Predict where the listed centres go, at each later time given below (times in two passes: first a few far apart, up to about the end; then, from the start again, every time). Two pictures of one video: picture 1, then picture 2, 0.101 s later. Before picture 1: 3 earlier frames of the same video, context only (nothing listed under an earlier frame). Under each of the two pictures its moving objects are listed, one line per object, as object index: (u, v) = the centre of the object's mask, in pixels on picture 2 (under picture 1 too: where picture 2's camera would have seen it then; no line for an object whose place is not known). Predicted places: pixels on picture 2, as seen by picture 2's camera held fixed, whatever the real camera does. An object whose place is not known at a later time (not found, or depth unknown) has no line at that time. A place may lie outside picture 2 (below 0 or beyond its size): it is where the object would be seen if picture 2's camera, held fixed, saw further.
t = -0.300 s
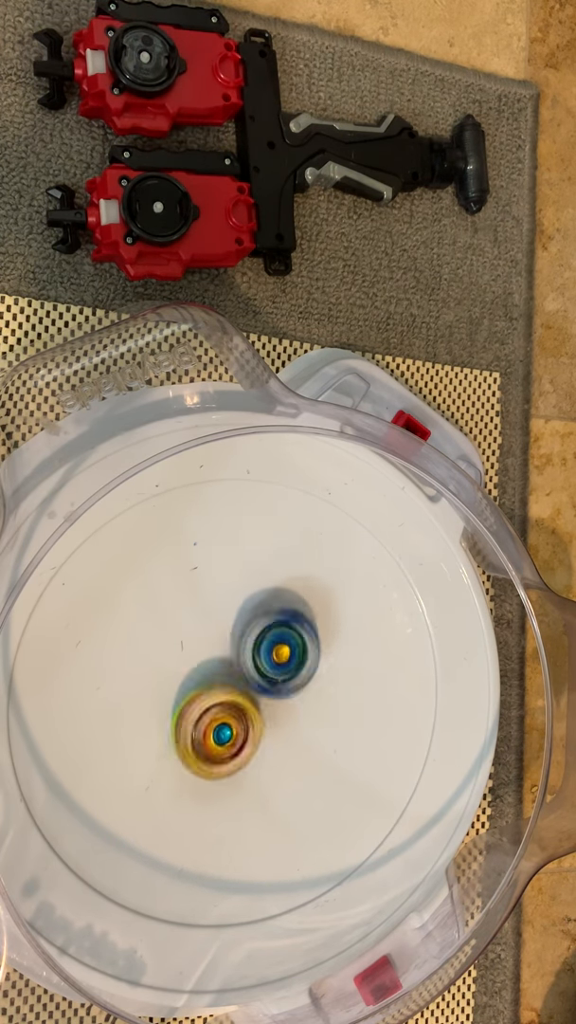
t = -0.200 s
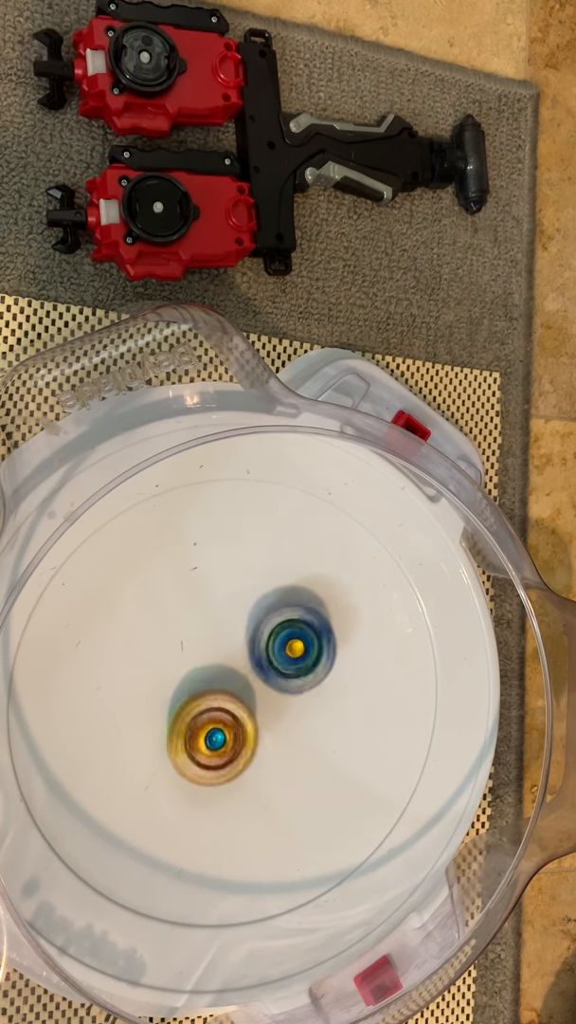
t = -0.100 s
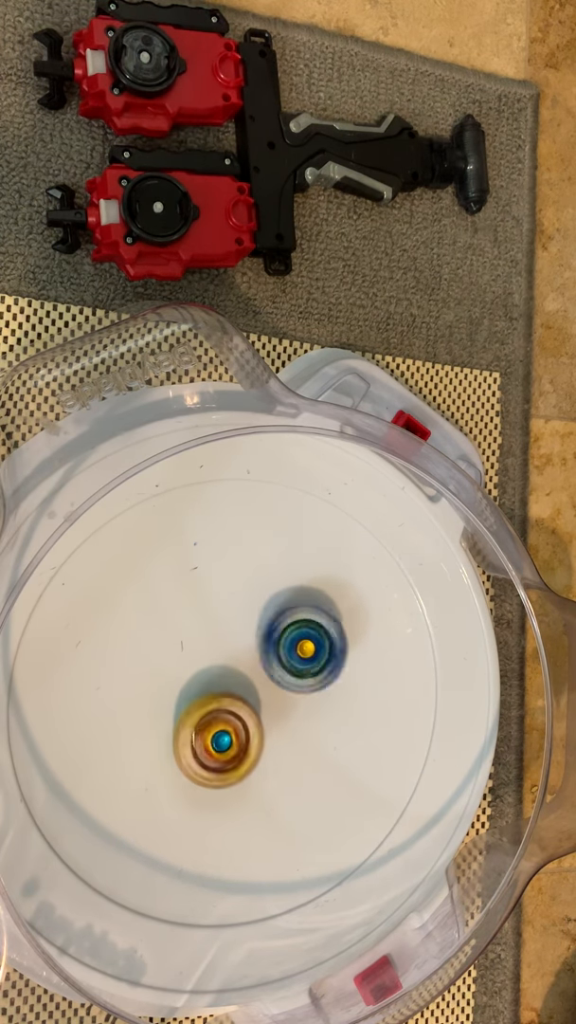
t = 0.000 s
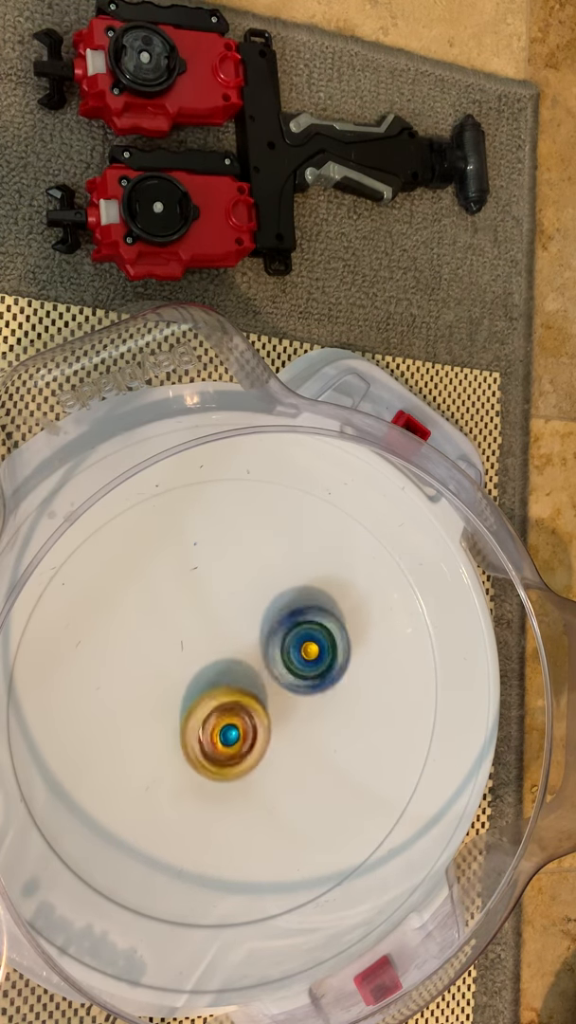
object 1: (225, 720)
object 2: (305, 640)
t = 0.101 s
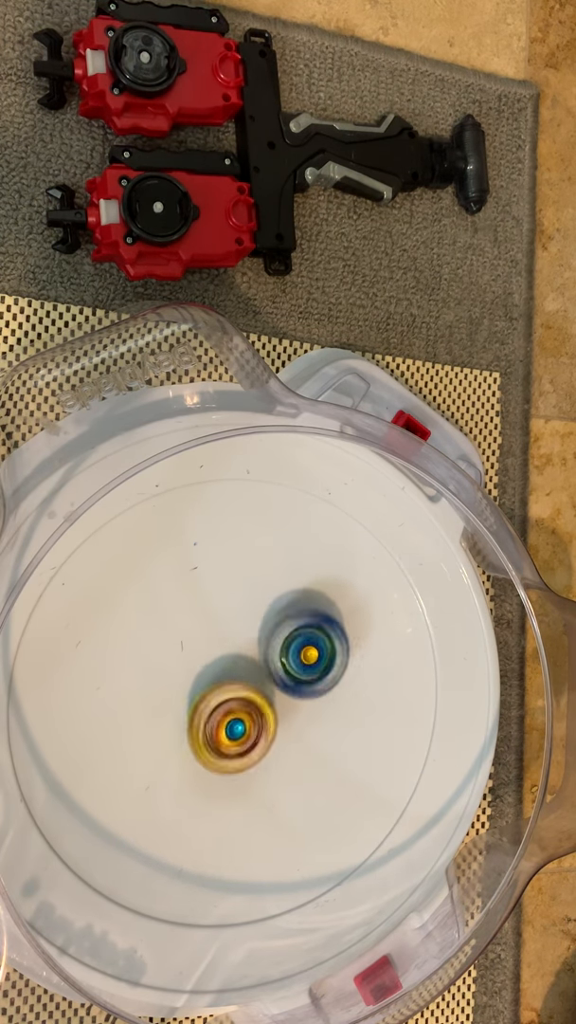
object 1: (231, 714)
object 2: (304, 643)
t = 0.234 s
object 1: (234, 714)
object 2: (301, 647)
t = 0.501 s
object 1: (225, 732)
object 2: (288, 656)
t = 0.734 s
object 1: (206, 741)
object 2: (284, 654)
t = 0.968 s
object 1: (197, 720)
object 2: (277, 657)
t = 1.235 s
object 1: (190, 706)
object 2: (289, 655)
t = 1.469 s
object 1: (199, 695)
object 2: (290, 650)
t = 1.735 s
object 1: (208, 702)
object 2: (291, 647)
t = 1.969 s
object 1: (205, 710)
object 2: (285, 654)
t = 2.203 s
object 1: (193, 711)
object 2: (287, 664)
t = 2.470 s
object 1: (197, 697)
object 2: (287, 671)
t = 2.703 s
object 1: (199, 689)
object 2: (299, 673)
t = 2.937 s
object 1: (206, 685)
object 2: (296, 674)
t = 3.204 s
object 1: (201, 684)
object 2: (291, 676)
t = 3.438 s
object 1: (190, 682)
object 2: (300, 683)
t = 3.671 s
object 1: (204, 679)
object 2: (299, 685)
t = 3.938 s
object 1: (195, 678)
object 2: (299, 693)
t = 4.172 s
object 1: (200, 673)
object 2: (291, 696)
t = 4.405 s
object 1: (205, 673)
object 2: (292, 703)
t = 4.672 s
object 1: (196, 674)
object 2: (302, 700)
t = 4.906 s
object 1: (201, 672)
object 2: (292, 691)
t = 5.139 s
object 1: (199, 674)
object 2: (288, 699)
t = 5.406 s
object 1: (196, 671)
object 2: (294, 702)
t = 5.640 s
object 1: (204, 670)
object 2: (290, 696)
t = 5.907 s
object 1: (202, 670)
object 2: (289, 699)
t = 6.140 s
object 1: (202, 667)
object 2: (288, 700)
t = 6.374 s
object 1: (202, 666)
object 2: (290, 703)
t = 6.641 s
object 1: (202, 668)
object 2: (289, 701)
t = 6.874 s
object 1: (199, 667)
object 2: (289, 703)
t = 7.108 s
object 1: (204, 668)
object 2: (291, 702)
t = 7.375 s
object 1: (175, 660)
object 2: (309, 701)
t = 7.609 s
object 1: (203, 670)
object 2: (283, 702)
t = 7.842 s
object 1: (206, 678)
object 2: (286, 722)
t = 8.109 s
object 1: (196, 667)
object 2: (291, 708)
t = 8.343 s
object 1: (193, 659)
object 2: (288, 697)
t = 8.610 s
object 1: (187, 671)
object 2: (282, 691)
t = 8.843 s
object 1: (198, 667)
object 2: (285, 693)
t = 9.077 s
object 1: (209, 672)
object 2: (295, 691)
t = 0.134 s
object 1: (233, 714)
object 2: (302, 646)
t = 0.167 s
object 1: (234, 713)
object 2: (301, 646)
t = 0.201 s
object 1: (234, 714)
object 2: (302, 647)
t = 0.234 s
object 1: (234, 714)
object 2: (301, 647)
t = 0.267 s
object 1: (232, 719)
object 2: (304, 645)
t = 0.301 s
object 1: (230, 723)
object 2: (304, 647)
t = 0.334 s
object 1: (230, 726)
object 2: (304, 647)
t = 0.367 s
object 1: (230, 729)
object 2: (301, 649)
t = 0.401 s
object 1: (229, 730)
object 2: (298, 650)
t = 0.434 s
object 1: (228, 730)
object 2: (295, 653)
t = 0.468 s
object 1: (227, 731)
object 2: (290, 655)
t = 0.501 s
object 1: (225, 732)
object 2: (288, 656)
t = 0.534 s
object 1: (222, 735)
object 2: (287, 655)
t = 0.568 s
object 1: (220, 736)
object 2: (285, 655)
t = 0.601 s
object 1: (219, 737)
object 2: (283, 657)
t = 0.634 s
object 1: (217, 737)
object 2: (281, 661)
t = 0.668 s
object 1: (213, 738)
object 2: (281, 658)
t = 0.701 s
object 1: (209, 741)
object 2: (284, 656)
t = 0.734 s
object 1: (206, 741)
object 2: (284, 654)
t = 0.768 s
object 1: (204, 740)
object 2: (284, 654)
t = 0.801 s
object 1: (204, 737)
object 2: (283, 655)
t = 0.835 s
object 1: (202, 734)
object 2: (281, 656)
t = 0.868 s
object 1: (202, 730)
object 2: (279, 658)
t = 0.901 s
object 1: (201, 725)
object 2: (277, 658)
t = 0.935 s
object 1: (201, 722)
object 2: (275, 659)
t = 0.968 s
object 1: (197, 720)
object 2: (277, 657)
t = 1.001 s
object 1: (195, 719)
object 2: (278, 657)
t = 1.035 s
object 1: (195, 716)
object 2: (278, 657)
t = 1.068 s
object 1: (195, 714)
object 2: (278, 658)
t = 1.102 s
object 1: (196, 710)
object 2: (277, 660)
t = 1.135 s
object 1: (193, 708)
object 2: (281, 658)
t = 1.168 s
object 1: (190, 708)
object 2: (285, 656)
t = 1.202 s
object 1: (189, 707)
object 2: (288, 655)
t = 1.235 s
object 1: (190, 706)
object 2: (289, 655)
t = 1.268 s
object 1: (191, 703)
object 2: (289, 654)
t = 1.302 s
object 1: (194, 701)
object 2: (288, 655)
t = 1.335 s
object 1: (197, 697)
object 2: (286, 654)
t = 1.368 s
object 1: (200, 695)
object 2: (285, 654)
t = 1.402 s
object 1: (201, 693)
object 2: (285, 653)
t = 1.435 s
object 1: (200, 694)
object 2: (287, 651)
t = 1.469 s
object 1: (199, 695)
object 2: (290, 650)
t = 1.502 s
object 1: (199, 697)
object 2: (291, 650)
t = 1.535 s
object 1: (200, 698)
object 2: (292, 650)
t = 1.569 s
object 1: (203, 699)
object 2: (291, 649)
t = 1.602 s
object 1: (206, 699)
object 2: (290, 650)
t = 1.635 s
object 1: (208, 699)
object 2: (289, 649)
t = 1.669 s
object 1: (207, 700)
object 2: (290, 647)
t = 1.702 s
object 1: (207, 701)
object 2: (291, 647)
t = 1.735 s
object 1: (208, 702)
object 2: (291, 647)
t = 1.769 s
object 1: (208, 704)
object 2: (290, 648)
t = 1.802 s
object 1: (209, 704)
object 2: (288, 649)
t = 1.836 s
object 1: (209, 704)
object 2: (286, 650)
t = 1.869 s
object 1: (208, 705)
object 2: (286, 650)
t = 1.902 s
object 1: (206, 707)
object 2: (287, 650)
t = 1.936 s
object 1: (205, 708)
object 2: (287, 652)
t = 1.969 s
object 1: (205, 710)
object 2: (285, 654)
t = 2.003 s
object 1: (204, 710)
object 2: (284, 655)
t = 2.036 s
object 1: (204, 710)
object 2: (282, 658)
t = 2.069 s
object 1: (202, 710)
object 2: (284, 658)
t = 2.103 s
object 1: (198, 711)
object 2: (287, 659)
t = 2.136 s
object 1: (196, 711)
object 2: (288, 660)
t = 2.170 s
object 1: (195, 712)
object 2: (288, 663)
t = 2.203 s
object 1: (193, 711)
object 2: (287, 664)
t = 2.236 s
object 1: (193, 710)
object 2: (287, 666)
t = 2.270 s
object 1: (194, 706)
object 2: (285, 667)
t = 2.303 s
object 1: (196, 703)
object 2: (284, 669)
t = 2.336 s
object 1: (196, 700)
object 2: (283, 670)
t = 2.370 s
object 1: (194, 699)
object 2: (285, 669)
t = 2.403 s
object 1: (194, 698)
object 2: (286, 670)
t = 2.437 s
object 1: (196, 697)
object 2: (287, 671)
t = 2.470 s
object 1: (197, 697)
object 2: (287, 671)
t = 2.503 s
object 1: (198, 696)
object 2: (287, 672)
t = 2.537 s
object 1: (195, 695)
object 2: (292, 672)
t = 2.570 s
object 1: (194, 695)
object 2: (296, 672)
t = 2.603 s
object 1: (194, 694)
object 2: (298, 673)
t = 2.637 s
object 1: (195, 693)
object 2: (299, 674)
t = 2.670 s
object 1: (197, 691)
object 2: (300, 674)
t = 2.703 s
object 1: (199, 689)
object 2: (299, 673)
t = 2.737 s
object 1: (202, 687)
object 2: (297, 673)
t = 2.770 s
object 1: (206, 687)
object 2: (297, 673)
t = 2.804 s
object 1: (206, 685)
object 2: (297, 672)
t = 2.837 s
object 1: (207, 685)
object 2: (297, 672)
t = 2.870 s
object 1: (206, 685)
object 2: (297, 673)
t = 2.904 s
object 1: (206, 685)
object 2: (297, 673)
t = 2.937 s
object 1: (206, 685)
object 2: (296, 674)
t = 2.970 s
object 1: (205, 686)
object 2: (296, 674)
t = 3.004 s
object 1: (200, 687)
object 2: (298, 673)
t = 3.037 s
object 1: (198, 687)
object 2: (299, 673)
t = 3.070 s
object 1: (197, 688)
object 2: (298, 675)
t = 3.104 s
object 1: (196, 688)
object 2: (297, 674)
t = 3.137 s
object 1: (197, 687)
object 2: (296, 675)
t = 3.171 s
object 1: (198, 686)
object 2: (294, 675)
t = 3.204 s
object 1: (201, 684)
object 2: (291, 676)
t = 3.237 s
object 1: (199, 682)
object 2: (292, 677)
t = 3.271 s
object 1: (198, 682)
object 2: (291, 678)
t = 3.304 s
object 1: (198, 680)
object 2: (290, 680)
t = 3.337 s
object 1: (196, 681)
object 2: (291, 681)
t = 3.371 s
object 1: (192, 681)
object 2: (296, 682)
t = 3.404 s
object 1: (189, 681)
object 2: (299, 682)
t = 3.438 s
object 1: (190, 682)
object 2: (300, 683)
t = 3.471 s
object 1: (191, 682)
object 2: (301, 685)
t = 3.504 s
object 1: (193, 681)
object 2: (301, 685)
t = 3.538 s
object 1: (195, 680)
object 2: (301, 685)
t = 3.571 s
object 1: (199, 679)
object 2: (299, 685)
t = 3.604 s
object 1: (203, 679)
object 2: (298, 685)
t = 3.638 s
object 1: (207, 679)
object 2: (296, 685)
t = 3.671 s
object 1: (204, 679)
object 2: (299, 685)
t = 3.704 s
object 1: (202, 679)
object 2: (301, 687)
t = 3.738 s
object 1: (201, 680)
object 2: (300, 688)
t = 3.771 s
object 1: (201, 681)
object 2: (299, 689)
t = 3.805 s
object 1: (203, 681)
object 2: (297, 689)
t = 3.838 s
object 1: (204, 681)
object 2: (294, 689)
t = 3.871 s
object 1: (204, 681)
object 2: (293, 690)
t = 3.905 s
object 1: (199, 679)
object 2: (297, 691)
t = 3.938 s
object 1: (195, 678)
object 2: (299, 693)
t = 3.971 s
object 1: (193, 677)
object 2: (299, 694)
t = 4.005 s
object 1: (192, 677)
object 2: (298, 695)
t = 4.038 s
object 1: (192, 676)
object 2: (298, 695)
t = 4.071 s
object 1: (193, 675)
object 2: (297, 696)
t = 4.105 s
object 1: (195, 674)
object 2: (295, 696)
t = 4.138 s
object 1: (198, 672)
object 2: (293, 696)
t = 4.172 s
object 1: (200, 673)
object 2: (291, 696)
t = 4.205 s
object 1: (203, 672)
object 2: (289, 696)
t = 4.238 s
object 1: (203, 672)
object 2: (292, 697)
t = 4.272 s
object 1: (203, 671)
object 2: (291, 698)
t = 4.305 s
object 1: (205, 671)
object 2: (291, 700)
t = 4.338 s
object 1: (204, 671)
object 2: (292, 701)
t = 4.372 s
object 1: (204, 672)
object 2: (292, 702)
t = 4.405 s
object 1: (205, 673)
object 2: (292, 703)
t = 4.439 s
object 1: (207, 675)
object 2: (292, 704)
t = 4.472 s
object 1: (208, 674)
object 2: (294, 704)
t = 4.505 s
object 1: (209, 674)
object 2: (293, 703)
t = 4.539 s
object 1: (206, 673)
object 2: (296, 703)
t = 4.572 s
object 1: (201, 673)
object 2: (300, 703)
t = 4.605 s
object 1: (198, 672)
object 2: (301, 702)
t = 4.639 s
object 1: (197, 673)
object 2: (302, 701)
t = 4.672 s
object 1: (196, 674)
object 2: (302, 700)
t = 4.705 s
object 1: (196, 673)
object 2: (301, 699)
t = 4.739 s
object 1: (197, 673)
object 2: (299, 696)
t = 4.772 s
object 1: (199, 672)
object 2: (296, 695)
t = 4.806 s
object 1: (202, 673)
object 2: (294, 692)
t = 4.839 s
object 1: (204, 673)
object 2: (291, 691)
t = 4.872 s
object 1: (201, 673)
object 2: (292, 691)
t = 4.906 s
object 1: (201, 672)
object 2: (292, 691)
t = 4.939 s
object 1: (202, 672)
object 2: (291, 693)
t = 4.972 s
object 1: (200, 673)
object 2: (290, 694)
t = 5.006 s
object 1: (199, 673)
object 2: (288, 695)
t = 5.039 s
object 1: (201, 673)
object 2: (288, 696)
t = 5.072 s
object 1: (199, 674)
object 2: (289, 698)
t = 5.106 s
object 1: (198, 674)
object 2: (289, 700)
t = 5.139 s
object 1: (199, 674)
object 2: (288, 699)
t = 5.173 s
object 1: (200, 673)
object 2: (287, 700)
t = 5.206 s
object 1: (201, 673)
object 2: (288, 701)
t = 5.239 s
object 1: (202, 673)
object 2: (288, 700)
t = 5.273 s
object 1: (199, 671)
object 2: (291, 702)
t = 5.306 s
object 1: (197, 670)
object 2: (293, 702)
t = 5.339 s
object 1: (196, 669)
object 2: (294, 701)
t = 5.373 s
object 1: (196, 669)
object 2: (294, 701)
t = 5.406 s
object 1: (196, 671)
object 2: (294, 702)
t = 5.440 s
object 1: (198, 670)
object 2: (293, 701)
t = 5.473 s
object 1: (200, 670)
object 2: (292, 699)
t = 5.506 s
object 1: (204, 670)
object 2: (290, 697)
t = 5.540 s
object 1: (204, 670)
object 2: (290, 696)
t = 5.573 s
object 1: (204, 670)
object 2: (290, 696)
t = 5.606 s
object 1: (203, 669)
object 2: (290, 696)
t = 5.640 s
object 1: (204, 670)
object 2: (290, 696)
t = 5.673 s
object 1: (204, 670)
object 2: (290, 697)
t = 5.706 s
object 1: (202, 670)
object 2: (290, 698)
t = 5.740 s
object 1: (202, 671)
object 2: (290, 698)
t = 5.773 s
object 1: (203, 672)
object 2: (290, 697)
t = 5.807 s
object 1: (202, 671)
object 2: (292, 700)
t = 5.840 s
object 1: (201, 669)
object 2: (292, 700)
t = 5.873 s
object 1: (202, 669)
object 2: (290, 700)
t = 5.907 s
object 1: (202, 670)
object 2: (289, 699)
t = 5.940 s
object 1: (203, 670)
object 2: (288, 698)
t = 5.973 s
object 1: (203, 669)
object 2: (289, 698)
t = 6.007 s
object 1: (203, 669)
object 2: (288, 699)
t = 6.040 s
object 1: (203, 668)
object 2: (288, 698)
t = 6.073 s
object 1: (204, 669)
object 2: (288, 699)
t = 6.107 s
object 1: (202, 668)
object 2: (289, 700)
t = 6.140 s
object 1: (202, 667)
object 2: (288, 700)
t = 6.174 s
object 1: (203, 667)
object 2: (287, 701)
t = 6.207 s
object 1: (204, 668)
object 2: (288, 701)
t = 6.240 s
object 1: (201, 666)
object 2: (291, 702)
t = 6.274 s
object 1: (199, 664)
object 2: (292, 702)
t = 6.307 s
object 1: (200, 664)
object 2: (290, 701)
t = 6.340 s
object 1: (201, 665)
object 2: (290, 703)
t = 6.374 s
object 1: (202, 666)
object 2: (290, 703)
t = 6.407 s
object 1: (203, 666)
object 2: (289, 703)
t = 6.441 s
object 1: (206, 668)
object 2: (289, 702)
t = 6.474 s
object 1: (205, 668)
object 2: (290, 701)
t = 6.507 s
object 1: (206, 668)
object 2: (290, 701)
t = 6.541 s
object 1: (205, 668)
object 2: (289, 700)
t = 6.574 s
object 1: (202, 668)
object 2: (289, 701)
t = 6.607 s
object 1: (202, 668)
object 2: (290, 701)
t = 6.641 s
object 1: (202, 668)
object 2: (289, 701)
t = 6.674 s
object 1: (201, 670)
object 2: (287, 701)
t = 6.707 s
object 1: (201, 671)
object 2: (286, 700)
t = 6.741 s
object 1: (201, 670)
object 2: (286, 701)
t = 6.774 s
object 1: (201, 670)
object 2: (286, 701)
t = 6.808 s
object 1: (201, 670)
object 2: (286, 700)
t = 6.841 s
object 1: (202, 670)
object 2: (286, 701)
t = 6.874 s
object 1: (199, 667)
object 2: (289, 703)
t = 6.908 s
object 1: (198, 666)
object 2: (290, 705)
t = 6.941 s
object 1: (200, 665)
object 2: (290, 704)
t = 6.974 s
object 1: (201, 665)
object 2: (289, 704)
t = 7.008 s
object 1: (203, 667)
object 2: (290, 705)
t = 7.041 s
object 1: (205, 667)
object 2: (290, 704)
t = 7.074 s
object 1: (206, 669)
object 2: (289, 703)
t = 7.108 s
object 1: (204, 668)
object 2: (291, 702)
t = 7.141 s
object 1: (205, 667)
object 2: (291, 702)
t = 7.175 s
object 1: (205, 667)
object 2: (290, 701)
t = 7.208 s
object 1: (192, 666)
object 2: (300, 704)
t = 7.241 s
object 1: (184, 664)
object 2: (308, 706)
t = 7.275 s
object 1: (178, 662)
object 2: (312, 706)
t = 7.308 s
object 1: (175, 662)
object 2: (313, 703)
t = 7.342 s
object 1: (175, 660)
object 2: (311, 702)
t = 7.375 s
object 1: (175, 660)
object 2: (309, 701)
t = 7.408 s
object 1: (178, 661)
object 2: (305, 700)
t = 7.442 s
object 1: (181, 659)
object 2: (303, 700)
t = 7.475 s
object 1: (185, 661)
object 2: (299, 699)
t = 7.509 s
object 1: (191, 663)
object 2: (295, 697)
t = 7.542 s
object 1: (195, 664)
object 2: (289, 698)
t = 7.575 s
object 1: (202, 669)
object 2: (283, 698)
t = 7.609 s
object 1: (203, 670)
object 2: (283, 702)
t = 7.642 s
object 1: (202, 670)
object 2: (282, 709)
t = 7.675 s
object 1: (201, 670)
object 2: (285, 713)
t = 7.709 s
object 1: (203, 670)
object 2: (284, 718)
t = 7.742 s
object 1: (204, 671)
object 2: (285, 719)
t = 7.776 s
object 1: (206, 674)
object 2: (286, 722)
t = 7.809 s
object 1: (205, 675)
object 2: (285, 722)
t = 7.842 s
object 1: (206, 678)
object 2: (286, 722)
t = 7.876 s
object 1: (206, 677)
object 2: (286, 723)
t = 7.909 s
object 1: (204, 677)
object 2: (287, 722)
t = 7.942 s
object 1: (205, 677)
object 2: (287, 720)
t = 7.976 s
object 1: (205, 675)
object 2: (286, 718)
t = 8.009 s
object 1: (200, 673)
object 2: (291, 717)
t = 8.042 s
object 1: (197, 669)
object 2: (294, 716)
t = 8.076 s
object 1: (195, 669)
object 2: (295, 711)
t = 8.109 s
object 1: (196, 667)
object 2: (291, 708)
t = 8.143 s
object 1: (196, 668)
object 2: (285, 707)
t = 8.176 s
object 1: (199, 668)
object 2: (284, 705)
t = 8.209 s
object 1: (199, 668)
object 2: (281, 702)
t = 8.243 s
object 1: (195, 667)
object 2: (283, 701)
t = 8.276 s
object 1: (191, 664)
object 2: (286, 701)
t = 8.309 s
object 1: (191, 661)
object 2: (288, 700)
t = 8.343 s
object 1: (193, 659)
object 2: (288, 697)
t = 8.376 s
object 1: (196, 659)
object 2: (285, 695)
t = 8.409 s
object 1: (199, 661)
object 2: (282, 694)
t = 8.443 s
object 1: (198, 667)
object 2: (278, 695)
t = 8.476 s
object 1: (195, 669)
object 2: (276, 695)
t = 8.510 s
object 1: (194, 669)
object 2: (277, 694)
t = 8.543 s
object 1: (190, 668)
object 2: (278, 694)
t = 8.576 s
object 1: (188, 670)
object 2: (280, 694)
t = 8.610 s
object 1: (187, 671)
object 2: (282, 691)
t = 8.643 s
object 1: (189, 673)
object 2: (281, 692)
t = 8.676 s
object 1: (191, 673)
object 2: (279, 691)
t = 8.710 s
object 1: (191, 675)
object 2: (279, 696)
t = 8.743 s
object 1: (187, 676)
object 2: (283, 698)
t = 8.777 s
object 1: (189, 673)
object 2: (285, 699)
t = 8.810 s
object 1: (192, 670)
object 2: (287, 697)
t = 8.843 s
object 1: (198, 667)
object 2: (285, 693)
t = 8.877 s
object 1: (203, 668)
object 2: (284, 691)
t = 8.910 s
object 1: (201, 667)
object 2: (284, 690)
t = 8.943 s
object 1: (199, 666)
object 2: (290, 690)
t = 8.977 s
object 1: (200, 667)
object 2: (292, 690)
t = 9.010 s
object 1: (202, 667)
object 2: (293, 689)
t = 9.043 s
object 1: (208, 668)
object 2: (294, 689)
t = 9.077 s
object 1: (209, 672)
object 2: (295, 691)
